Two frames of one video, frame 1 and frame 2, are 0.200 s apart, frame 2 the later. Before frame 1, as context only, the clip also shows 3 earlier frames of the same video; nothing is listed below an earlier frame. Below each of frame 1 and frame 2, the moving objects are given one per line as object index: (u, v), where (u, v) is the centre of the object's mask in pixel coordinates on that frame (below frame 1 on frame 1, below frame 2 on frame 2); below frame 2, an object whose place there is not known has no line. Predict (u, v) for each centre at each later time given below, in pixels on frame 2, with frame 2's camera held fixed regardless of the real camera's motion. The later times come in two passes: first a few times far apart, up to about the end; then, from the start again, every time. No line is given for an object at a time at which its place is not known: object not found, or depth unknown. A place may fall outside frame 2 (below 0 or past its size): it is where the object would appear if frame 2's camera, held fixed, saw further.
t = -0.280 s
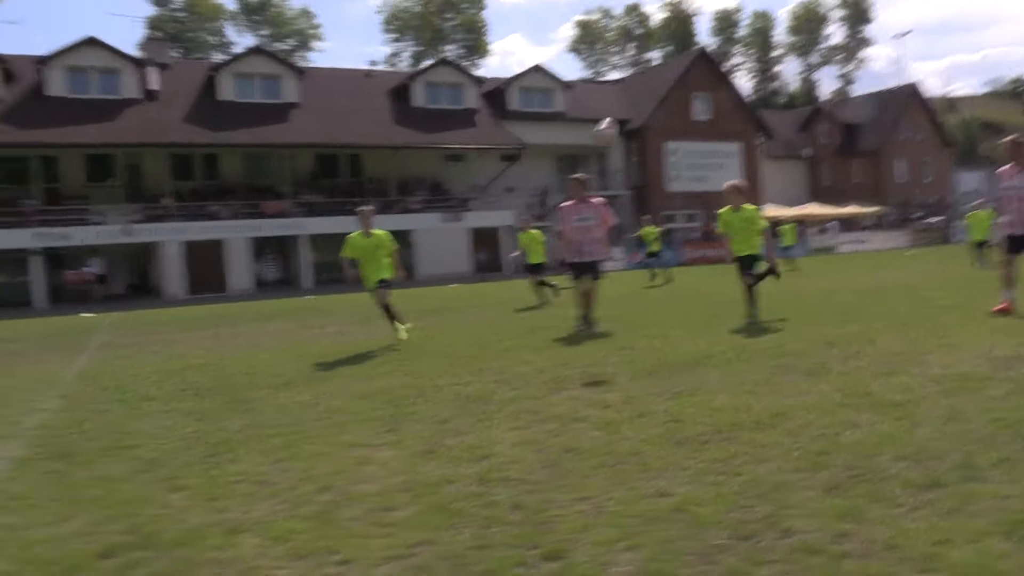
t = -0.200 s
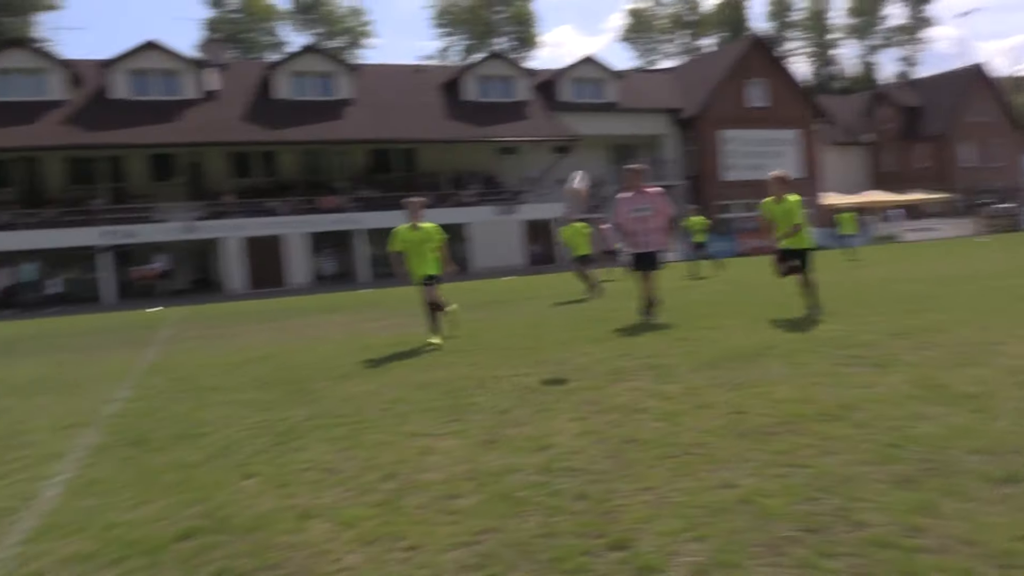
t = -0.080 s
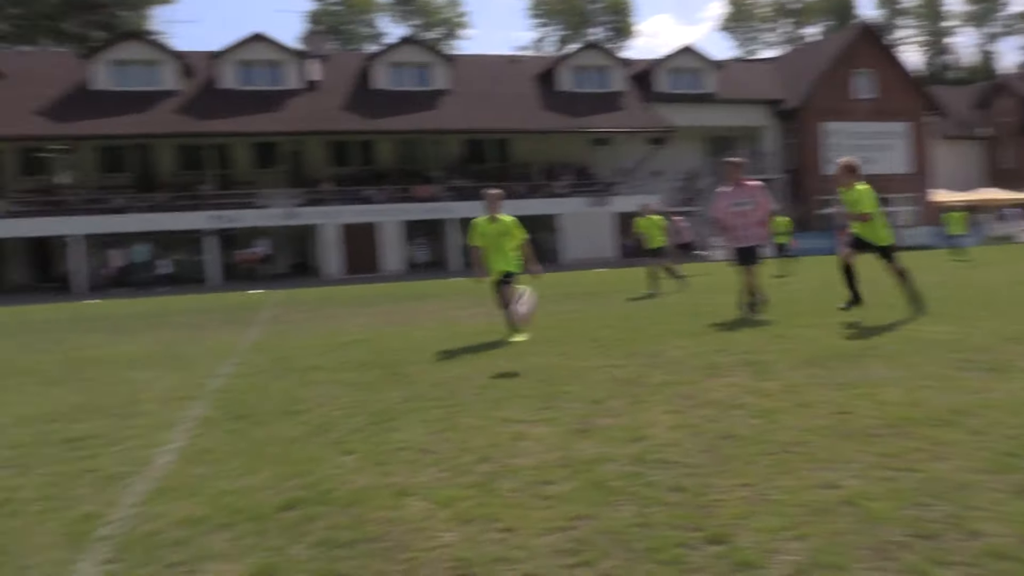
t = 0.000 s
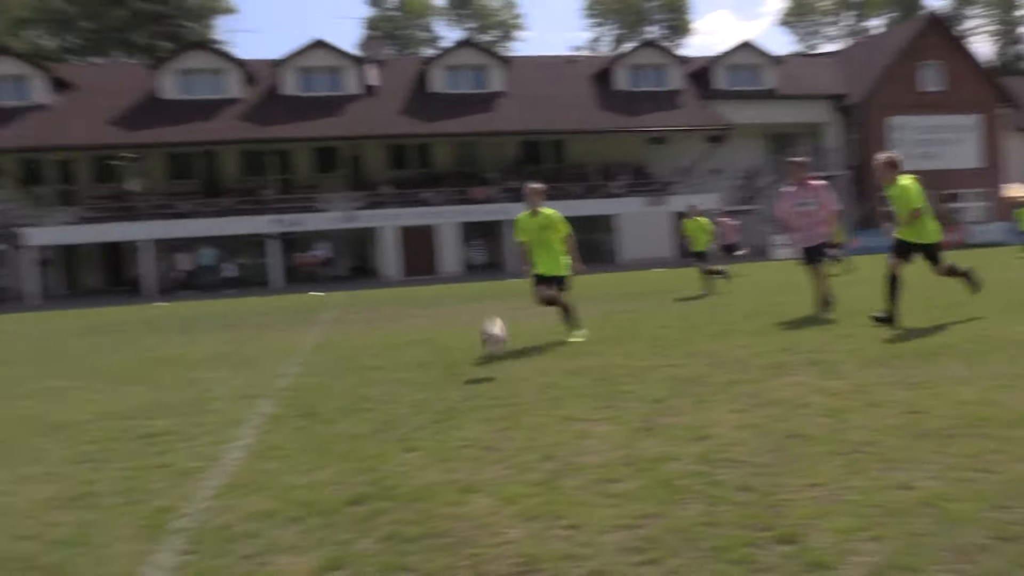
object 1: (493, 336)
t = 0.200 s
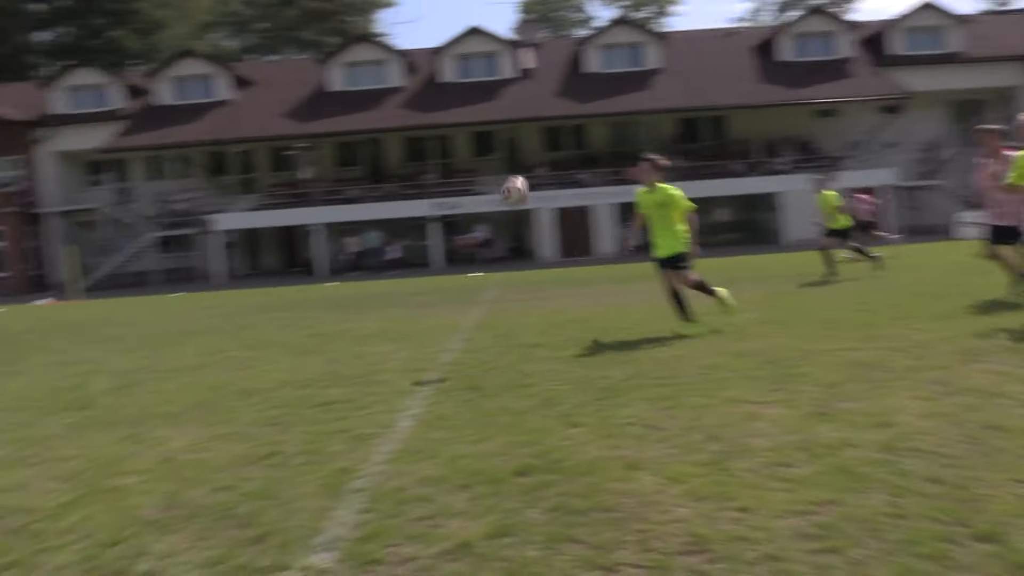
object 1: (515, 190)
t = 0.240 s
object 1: (490, 174)
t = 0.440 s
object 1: (373, 131)
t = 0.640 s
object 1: (276, 143)
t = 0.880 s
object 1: (184, 212)
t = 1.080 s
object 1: (127, 305)
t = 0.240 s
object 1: (490, 174)
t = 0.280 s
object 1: (464, 162)
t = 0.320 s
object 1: (440, 151)
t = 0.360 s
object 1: (416, 142)
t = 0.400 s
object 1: (394, 136)
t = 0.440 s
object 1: (373, 131)
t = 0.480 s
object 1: (351, 129)
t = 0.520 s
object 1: (332, 130)
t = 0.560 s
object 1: (312, 132)
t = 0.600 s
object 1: (293, 137)
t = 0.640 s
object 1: (276, 143)
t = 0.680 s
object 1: (258, 151)
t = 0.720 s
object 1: (242, 160)
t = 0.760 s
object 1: (226, 169)
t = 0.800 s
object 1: (212, 182)
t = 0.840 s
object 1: (197, 197)
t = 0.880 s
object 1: (184, 212)
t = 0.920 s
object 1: (171, 229)
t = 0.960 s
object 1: (159, 245)
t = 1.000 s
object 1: (146, 267)
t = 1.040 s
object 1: (135, 284)
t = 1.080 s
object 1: (127, 305)
